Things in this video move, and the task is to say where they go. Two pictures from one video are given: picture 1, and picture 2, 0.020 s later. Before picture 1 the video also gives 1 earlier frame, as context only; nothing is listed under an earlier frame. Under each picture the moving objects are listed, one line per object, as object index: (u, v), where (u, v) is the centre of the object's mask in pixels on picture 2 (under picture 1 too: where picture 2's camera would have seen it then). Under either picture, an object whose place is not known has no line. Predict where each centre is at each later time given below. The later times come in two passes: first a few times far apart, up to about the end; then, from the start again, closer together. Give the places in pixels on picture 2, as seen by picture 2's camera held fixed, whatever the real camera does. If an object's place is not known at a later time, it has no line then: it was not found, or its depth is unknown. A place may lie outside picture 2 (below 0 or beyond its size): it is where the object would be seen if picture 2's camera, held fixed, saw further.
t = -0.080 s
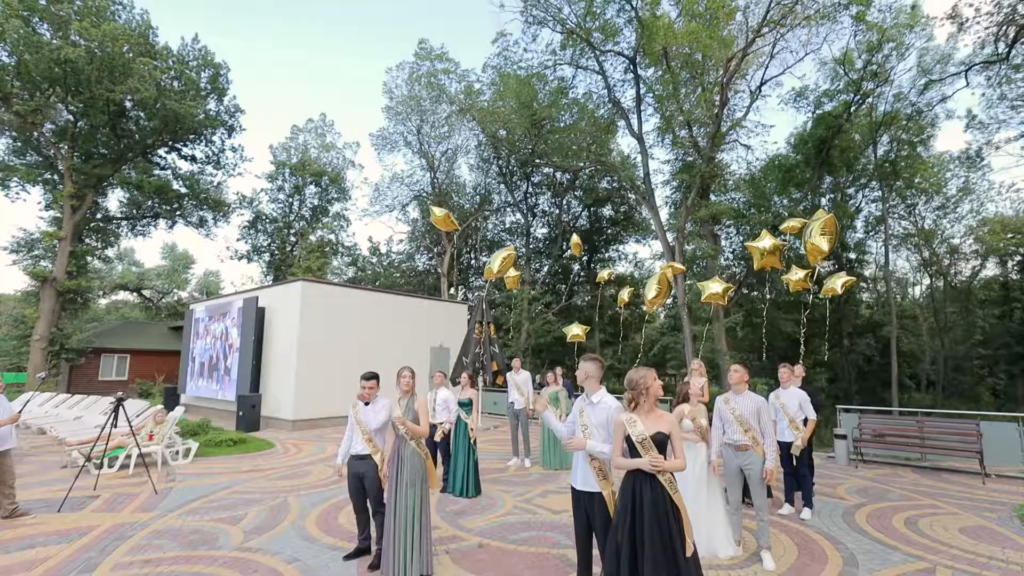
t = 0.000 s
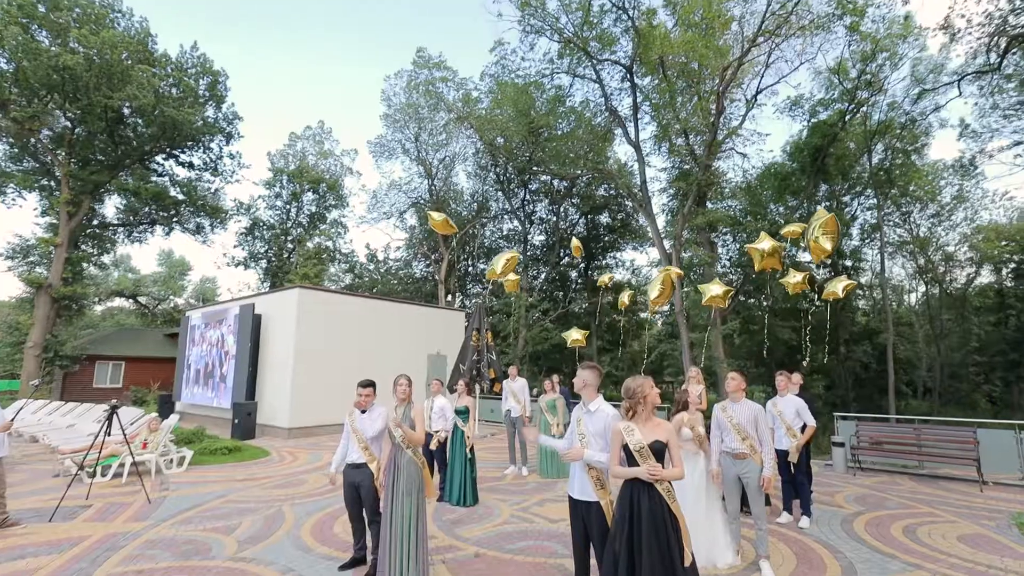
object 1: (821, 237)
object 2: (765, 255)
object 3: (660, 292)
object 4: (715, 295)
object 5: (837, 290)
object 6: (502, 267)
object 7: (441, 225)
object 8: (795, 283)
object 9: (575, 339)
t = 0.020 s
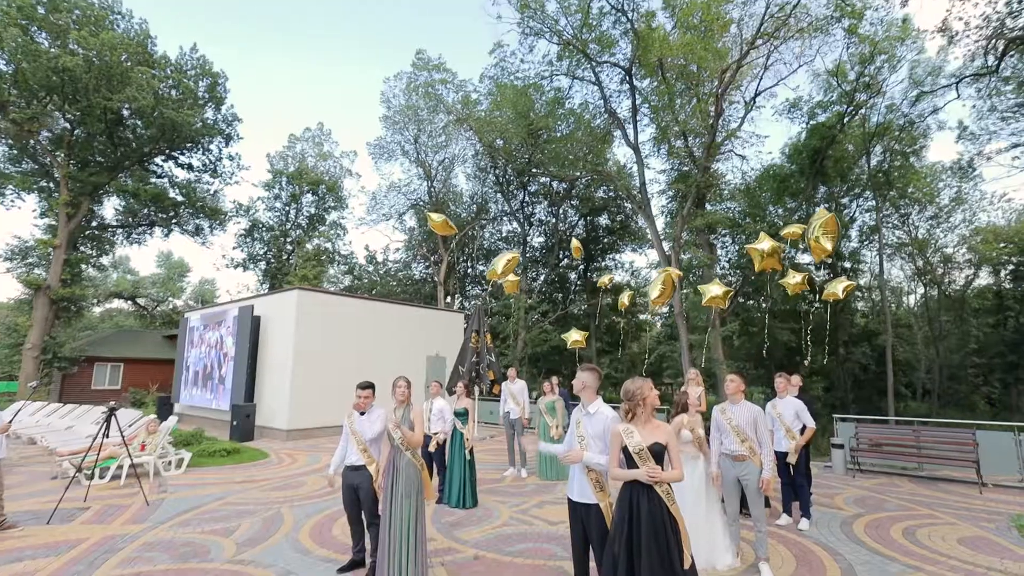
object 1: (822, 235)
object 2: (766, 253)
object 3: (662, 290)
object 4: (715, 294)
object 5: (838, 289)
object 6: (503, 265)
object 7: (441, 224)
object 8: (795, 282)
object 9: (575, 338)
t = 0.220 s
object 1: (834, 210)
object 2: (773, 238)
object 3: (678, 271)
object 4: (723, 281)
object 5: (847, 280)
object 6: (518, 253)
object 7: (442, 217)
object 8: (798, 270)
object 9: (580, 332)
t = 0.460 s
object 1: (839, 179)
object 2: (779, 218)
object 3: (698, 250)
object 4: (728, 262)
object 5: (858, 266)
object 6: (534, 242)
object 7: (445, 211)
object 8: (804, 254)
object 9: (585, 322)
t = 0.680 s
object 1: (834, 151)
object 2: (782, 200)
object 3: (717, 228)
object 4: (736, 244)
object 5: (865, 253)
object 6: (548, 233)
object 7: (447, 205)
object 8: (809, 241)
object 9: (589, 312)
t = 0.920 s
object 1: (822, 127)
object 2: (783, 181)
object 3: (732, 202)
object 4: (752, 228)
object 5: (872, 237)
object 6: (562, 223)
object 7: (449, 196)
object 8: (813, 228)
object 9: (593, 300)
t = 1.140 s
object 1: (807, 106)
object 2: (780, 165)
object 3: (738, 175)
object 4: (771, 215)
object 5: (878, 222)
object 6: (572, 211)
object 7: (451, 186)
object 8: (818, 216)
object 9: (598, 288)
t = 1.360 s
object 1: (791, 85)
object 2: (772, 154)
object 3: (740, 148)
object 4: (790, 200)
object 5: (885, 207)
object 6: (578, 196)
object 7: (455, 173)
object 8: (823, 203)
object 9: (604, 276)
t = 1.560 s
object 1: (778, 66)
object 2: (763, 148)
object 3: (742, 123)
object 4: (807, 185)
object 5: (889, 196)
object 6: (581, 182)
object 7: (459, 160)
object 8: (831, 192)
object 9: (610, 267)
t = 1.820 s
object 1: (766, 41)
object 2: (757, 143)
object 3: (743, 93)
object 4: (826, 161)
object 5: (897, 184)
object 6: (585, 163)
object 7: (466, 144)
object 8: (839, 177)
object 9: (623, 255)
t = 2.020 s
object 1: (760, 23)
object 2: (753, 140)
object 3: (740, 75)
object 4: (835, 142)
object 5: (902, 175)
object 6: (589, 148)
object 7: (472, 132)
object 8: (845, 163)
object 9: (632, 246)
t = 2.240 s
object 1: (756, 0)
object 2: (751, 136)
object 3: (733, 57)
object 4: (840, 121)
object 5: (908, 164)
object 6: (592, 135)
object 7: (481, 122)
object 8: (850, 153)
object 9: (644, 238)
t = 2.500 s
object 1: (754, -23)
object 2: (755, 128)
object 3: (720, 38)
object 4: (841, 99)
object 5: (917, 151)
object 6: (596, 119)
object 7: (497, 113)
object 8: (853, 144)
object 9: (656, 229)
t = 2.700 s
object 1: (759, -39)
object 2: (759, 118)
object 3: (711, 25)
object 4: (837, 83)
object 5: (923, 138)
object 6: (598, 106)
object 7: (508, 110)
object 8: (854, 137)
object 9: (670, 217)
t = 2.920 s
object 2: (768, 106)
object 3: (700, 10)
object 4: (831, 67)
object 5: (931, 127)
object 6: (600, 92)
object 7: (521, 106)
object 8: (857, 126)
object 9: (678, 207)
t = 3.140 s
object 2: (775, 94)
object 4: (828, 51)
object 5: (942, 119)
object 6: (601, 78)
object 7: (535, 97)
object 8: (859, 119)
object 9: (684, 197)
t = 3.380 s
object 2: (782, 78)
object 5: (954, 109)
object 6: (605, 62)
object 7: (543, 88)
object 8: (859, 104)
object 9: (688, 181)
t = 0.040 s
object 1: (824, 232)
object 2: (766, 252)
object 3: (664, 287)
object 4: (716, 293)
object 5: (839, 288)
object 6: (504, 264)
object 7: (441, 223)
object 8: (796, 281)
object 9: (576, 338)
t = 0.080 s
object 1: (826, 227)
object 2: (768, 249)
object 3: (667, 283)
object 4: (718, 290)
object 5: (841, 286)
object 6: (507, 261)
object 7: (441, 222)
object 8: (796, 278)
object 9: (577, 336)
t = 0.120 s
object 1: (829, 222)
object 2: (769, 246)
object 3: (670, 280)
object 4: (719, 288)
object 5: (843, 284)
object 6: (510, 260)
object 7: (441, 220)
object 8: (797, 276)
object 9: (578, 335)
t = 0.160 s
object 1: (831, 218)
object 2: (771, 242)
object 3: (674, 276)
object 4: (721, 286)
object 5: (845, 282)
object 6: (513, 257)
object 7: (442, 219)
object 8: (798, 273)
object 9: (579, 334)
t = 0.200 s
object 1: (833, 212)
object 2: (772, 239)
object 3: (677, 273)
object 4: (722, 283)
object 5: (847, 280)
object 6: (516, 254)
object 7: (442, 218)
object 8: (798, 271)
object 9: (580, 332)
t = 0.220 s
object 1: (834, 210)
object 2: (773, 238)
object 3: (678, 271)
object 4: (723, 281)
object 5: (847, 280)
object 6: (518, 253)
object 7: (442, 217)
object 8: (798, 270)
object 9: (580, 332)
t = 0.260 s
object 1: (836, 205)
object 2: (774, 234)
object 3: (682, 267)
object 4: (724, 278)
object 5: (850, 277)
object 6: (521, 251)
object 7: (442, 216)
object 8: (799, 267)
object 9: (581, 330)
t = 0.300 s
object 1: (837, 199)
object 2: (775, 231)
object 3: (686, 263)
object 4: (724, 275)
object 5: (852, 275)
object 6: (523, 250)
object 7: (442, 215)
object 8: (800, 265)
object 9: (582, 329)
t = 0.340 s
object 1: (838, 194)
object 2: (776, 228)
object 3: (690, 259)
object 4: (725, 271)
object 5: (853, 273)
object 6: (526, 247)
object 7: (443, 214)
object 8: (801, 262)
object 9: (583, 327)
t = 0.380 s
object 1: (839, 189)
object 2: (777, 225)
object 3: (693, 255)
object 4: (726, 268)
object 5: (856, 271)
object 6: (529, 245)
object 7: (444, 213)
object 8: (802, 259)
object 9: (584, 326)
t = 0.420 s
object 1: (839, 184)
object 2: (778, 222)
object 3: (695, 253)
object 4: (727, 265)
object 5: (857, 268)
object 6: (531, 243)
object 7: (444, 212)
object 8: (803, 257)
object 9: (584, 324)
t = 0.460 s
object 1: (839, 179)
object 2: (779, 218)
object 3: (698, 250)
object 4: (728, 262)
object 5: (858, 266)
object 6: (534, 242)
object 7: (445, 211)
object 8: (804, 254)
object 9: (585, 322)
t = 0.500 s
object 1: (839, 173)
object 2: (780, 215)
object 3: (701, 247)
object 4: (729, 258)
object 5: (859, 264)
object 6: (537, 240)
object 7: (445, 210)
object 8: (805, 252)
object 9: (586, 321)
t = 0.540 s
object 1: (838, 168)
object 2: (780, 212)
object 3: (706, 242)
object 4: (731, 254)
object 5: (861, 262)
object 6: (540, 238)
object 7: (446, 209)
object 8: (806, 249)
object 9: (587, 319)
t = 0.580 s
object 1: (837, 164)
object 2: (781, 208)
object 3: (709, 238)
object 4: (732, 252)
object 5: (863, 259)
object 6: (542, 237)
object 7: (446, 208)
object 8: (807, 247)
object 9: (588, 317)
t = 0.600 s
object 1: (837, 161)
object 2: (781, 207)
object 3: (711, 236)
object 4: (732, 249)
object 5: (863, 258)
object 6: (544, 236)
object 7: (446, 207)
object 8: (808, 246)
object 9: (588, 316)
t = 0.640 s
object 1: (835, 156)
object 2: (782, 204)
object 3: (714, 232)
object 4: (734, 246)
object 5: (864, 256)
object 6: (546, 234)
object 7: (447, 206)
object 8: (808, 244)
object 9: (589, 314)
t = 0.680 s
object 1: (834, 151)
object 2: (782, 200)
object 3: (717, 228)
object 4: (736, 244)
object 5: (865, 253)
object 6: (548, 233)
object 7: (447, 205)
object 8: (809, 241)
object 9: (589, 312)
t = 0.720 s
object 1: (832, 147)
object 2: (782, 197)
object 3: (720, 225)
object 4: (738, 241)
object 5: (867, 251)
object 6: (551, 232)
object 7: (448, 204)
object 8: (809, 239)
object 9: (590, 310)
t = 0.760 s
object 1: (831, 143)
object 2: (783, 193)
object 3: (724, 219)
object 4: (741, 238)
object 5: (868, 248)
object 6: (553, 230)
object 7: (448, 202)
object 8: (811, 236)
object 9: (591, 308)
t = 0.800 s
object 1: (829, 139)
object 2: (783, 190)
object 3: (725, 216)
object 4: (744, 235)
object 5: (870, 245)
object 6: (556, 228)
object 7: (448, 201)
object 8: (811, 234)
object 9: (591, 306)
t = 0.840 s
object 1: (826, 135)
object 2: (783, 187)
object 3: (728, 211)
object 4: (746, 233)
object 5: (870, 243)
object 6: (558, 227)
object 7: (449, 200)
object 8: (812, 232)
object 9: (592, 305)
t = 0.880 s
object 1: (825, 131)
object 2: (783, 184)
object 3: (730, 206)
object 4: (749, 231)
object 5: (871, 241)
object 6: (560, 225)
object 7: (449, 198)
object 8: (812, 230)
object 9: (593, 302)
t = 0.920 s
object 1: (822, 127)
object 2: (783, 181)
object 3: (732, 202)
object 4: (752, 228)
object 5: (872, 237)
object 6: (562, 223)
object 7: (449, 196)
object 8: (813, 228)
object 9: (593, 300)
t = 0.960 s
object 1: (819, 123)
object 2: (783, 177)
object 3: (733, 197)
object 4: (757, 225)
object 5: (873, 235)
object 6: (564, 221)
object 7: (449, 194)
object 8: (814, 225)
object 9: (594, 298)
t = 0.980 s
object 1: (818, 121)
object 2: (783, 176)
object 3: (734, 194)
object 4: (758, 224)
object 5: (874, 233)
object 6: (565, 220)
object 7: (449, 194)
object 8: (814, 224)
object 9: (595, 297)
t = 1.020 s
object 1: (816, 117)
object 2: (782, 173)
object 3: (735, 189)
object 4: (761, 222)
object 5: (875, 231)
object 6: (567, 218)
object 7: (450, 191)
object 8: (815, 222)
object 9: (596, 295)
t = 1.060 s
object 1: (813, 113)
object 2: (782, 170)
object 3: (736, 185)
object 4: (763, 220)
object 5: (876, 227)
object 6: (568, 216)
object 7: (450, 190)
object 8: (816, 220)
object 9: (596, 293)
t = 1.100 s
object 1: (811, 110)
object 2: (781, 167)
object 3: (738, 179)
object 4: (767, 217)
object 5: (878, 224)
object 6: (570, 213)
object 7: (451, 188)
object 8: (817, 218)
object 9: (597, 291)
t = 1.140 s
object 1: (807, 106)
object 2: (780, 165)
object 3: (738, 175)
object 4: (771, 215)
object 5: (878, 222)
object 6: (572, 211)
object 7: (451, 186)
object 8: (818, 216)
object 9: (598, 288)
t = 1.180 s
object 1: (805, 101)
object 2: (779, 163)
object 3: (738, 170)
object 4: (774, 212)
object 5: (880, 219)
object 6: (573, 208)
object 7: (452, 184)
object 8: (819, 214)
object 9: (599, 286)
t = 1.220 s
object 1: (802, 98)
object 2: (777, 161)
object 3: (738, 166)
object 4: (778, 209)
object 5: (881, 216)
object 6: (575, 205)
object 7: (453, 181)
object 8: (820, 212)
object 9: (600, 284)
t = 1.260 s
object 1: (799, 95)
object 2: (776, 159)
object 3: (739, 161)
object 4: (781, 207)
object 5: (882, 214)
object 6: (575, 203)
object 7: (453, 180)
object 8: (821, 209)
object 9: (601, 282)
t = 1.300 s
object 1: (796, 90)
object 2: (775, 157)
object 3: (739, 156)
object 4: (785, 204)
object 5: (883, 211)
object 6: (576, 200)
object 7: (454, 177)
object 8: (822, 206)
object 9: (602, 280)
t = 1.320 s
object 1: (795, 89)
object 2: (773, 155)
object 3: (740, 153)
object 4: (787, 203)
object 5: (884, 210)
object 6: (577, 199)
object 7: (455, 174)
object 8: (822, 205)
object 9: (602, 279)
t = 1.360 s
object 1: (791, 85)
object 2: (772, 154)
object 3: (740, 148)
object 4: (790, 200)
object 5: (885, 207)
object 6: (578, 196)
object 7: (455, 173)
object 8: (823, 203)
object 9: (604, 276)
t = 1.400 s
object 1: (789, 81)
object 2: (770, 153)
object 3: (740, 143)
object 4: (793, 197)
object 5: (886, 204)
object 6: (579, 193)
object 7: (456, 171)
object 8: (825, 200)
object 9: (605, 274)
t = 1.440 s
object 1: (786, 78)
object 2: (769, 151)
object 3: (741, 137)
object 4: (797, 194)
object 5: (887, 202)
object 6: (579, 190)
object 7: (456, 169)
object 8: (826, 199)
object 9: (606, 273)
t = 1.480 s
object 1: (783, 74)
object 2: (768, 150)
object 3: (741, 134)
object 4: (800, 191)
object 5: (888, 200)
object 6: (580, 188)
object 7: (457, 166)
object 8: (827, 196)
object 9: (606, 272)
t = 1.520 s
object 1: (781, 70)
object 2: (765, 149)
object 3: (742, 128)
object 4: (804, 188)
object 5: (888, 198)
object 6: (581, 185)
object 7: (458, 163)
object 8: (829, 194)
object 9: (608, 270)
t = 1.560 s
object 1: (778, 66)
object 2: (763, 148)
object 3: (742, 123)
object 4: (807, 185)
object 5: (889, 196)
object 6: (581, 182)
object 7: (459, 160)
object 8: (831, 192)
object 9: (610, 267)
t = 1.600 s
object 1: (776, 62)
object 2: (762, 147)
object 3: (743, 119)
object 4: (810, 181)
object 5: (891, 194)
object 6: (582, 178)
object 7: (459, 159)
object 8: (832, 190)
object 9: (613, 265)
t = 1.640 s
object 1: (774, 58)
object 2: (762, 147)
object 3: (743, 114)
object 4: (813, 177)
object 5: (891, 191)
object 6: (582, 176)
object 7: (461, 157)
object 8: (833, 188)
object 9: (614, 263)
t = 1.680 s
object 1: (772, 54)
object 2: (760, 146)
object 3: (743, 110)
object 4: (817, 174)
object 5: (893, 189)
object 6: (583, 173)
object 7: (461, 156)
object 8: (835, 185)
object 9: (616, 261)
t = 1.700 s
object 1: (771, 53)
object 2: (760, 146)
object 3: (744, 107)
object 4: (818, 172)
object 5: (894, 189)
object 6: (583, 171)
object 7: (462, 154)
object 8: (835, 184)
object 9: (616, 261)
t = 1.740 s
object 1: (769, 49)
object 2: (759, 145)
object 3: (744, 102)
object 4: (821, 168)
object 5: (895, 187)
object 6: (584, 168)
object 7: (463, 150)
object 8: (838, 181)
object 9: (617, 259)
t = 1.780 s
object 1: (767, 44)
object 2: (757, 144)
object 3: (744, 98)
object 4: (823, 165)
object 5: (896, 185)
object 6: (585, 165)
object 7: (465, 146)
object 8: (839, 178)
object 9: (619, 258)
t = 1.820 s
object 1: (766, 41)
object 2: (757, 143)
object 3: (743, 93)
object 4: (826, 161)
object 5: (897, 184)
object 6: (585, 163)
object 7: (466, 144)
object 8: (839, 177)
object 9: (623, 255)
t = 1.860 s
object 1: (765, 38)
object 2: (756, 143)
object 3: (743, 90)
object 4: (828, 157)
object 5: (898, 182)
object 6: (586, 160)
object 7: (467, 142)
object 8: (840, 175)
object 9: (624, 254)
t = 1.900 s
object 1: (764, 34)
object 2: (755, 142)
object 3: (742, 87)
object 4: (830, 153)
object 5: (899, 181)
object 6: (587, 157)
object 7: (468, 140)
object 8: (840, 174)
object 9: (626, 252)
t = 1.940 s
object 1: (762, 30)
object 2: (754, 141)
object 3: (741, 82)
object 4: (831, 149)
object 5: (900, 179)
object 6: (587, 154)
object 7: (469, 138)
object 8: (842, 171)
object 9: (628, 250)
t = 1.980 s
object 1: (761, 25)
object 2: (754, 141)
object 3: (741, 78)
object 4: (834, 145)
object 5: (901, 176)
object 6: (589, 152)
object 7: (471, 134)
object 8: (844, 166)
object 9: (631, 248)
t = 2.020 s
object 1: (760, 23)
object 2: (753, 140)
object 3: (740, 75)
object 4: (835, 142)
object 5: (902, 175)
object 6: (589, 148)
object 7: (472, 132)
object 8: (845, 163)
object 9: (632, 246)
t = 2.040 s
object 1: (759, 21)
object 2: (753, 140)
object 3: (739, 73)
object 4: (835, 140)
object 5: (903, 174)
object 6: (590, 147)
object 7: (473, 131)
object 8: (845, 162)
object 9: (633, 246)
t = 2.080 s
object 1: (759, 17)
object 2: (752, 140)
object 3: (738, 70)
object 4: (837, 135)
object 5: (904, 172)
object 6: (590, 145)
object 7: (474, 130)
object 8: (846, 160)
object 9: (635, 243)
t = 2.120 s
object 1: (757, 11)
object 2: (751, 138)
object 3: (737, 66)
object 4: (838, 133)
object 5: (905, 170)
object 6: (591, 142)
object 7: (477, 126)
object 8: (847, 158)
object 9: (638, 242)
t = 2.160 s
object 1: (757, 7)
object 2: (751, 137)
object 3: (736, 63)
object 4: (839, 130)
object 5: (906, 168)
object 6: (591, 140)
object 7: (479, 124)
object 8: (848, 156)
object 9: (640, 241)
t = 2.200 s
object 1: (757, 3)
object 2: (751, 137)
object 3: (734, 60)
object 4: (840, 124)
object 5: (907, 166)
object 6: (592, 137)
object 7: (480, 122)
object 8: (850, 154)
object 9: (642, 240)
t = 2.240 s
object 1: (756, 0)
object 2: (751, 136)
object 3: (733, 57)
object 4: (840, 121)
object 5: (908, 164)
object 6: (592, 135)
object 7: (481, 122)
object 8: (850, 153)
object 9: (644, 238)
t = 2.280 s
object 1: (756, -4)
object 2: (751, 135)
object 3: (731, 54)
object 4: (842, 118)
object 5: (909, 163)
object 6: (593, 132)
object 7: (484, 120)
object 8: (851, 151)
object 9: (647, 236)
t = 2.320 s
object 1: (755, -8)
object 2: (751, 134)
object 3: (729, 51)
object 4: (841, 113)
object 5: (911, 160)
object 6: (594, 130)
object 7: (485, 119)
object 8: (852, 150)
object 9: (649, 235)
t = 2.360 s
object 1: (754, -12)
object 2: (752, 133)
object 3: (727, 48)
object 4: (841, 110)
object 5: (911, 157)
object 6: (594, 127)
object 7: (487, 119)
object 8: (852, 148)
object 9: (651, 233)
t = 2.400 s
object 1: (755, -15)
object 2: (753, 130)
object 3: (725, 45)
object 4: (841, 106)
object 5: (913, 155)
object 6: (594, 125)
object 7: (489, 117)
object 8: (852, 147)
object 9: (654, 231)
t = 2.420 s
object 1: (755, -17)
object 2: (753, 130)
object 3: (724, 44)
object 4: (840, 104)
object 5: (913, 155)
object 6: (594, 123)
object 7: (492, 115)
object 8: (852, 146)
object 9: (655, 230)
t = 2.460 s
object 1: (755, -20)
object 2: (754, 129)
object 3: (722, 41)
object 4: (840, 103)
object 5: (915, 153)
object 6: (595, 121)
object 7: (494, 114)
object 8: (853, 146)
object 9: (656, 229)
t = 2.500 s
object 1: (754, -23)
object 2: (755, 128)
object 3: (720, 38)
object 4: (841, 99)
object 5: (917, 151)
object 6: (596, 119)
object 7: (497, 113)
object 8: (853, 144)
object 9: (656, 229)
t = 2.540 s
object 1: (755, -26)
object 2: (756, 127)
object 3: (718, 35)
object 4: (839, 94)
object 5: (918, 148)
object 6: (596, 117)
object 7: (500, 112)
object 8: (853, 142)
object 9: (659, 227)
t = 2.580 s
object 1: (756, -30)
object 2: (758, 124)
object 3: (716, 32)
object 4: (838, 91)
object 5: (919, 146)
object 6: (597, 114)
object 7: (503, 112)
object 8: (854, 141)
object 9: (662, 224)
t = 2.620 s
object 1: (757, -34)
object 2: (758, 121)
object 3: (713, 30)
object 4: (838, 88)
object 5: (919, 144)
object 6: (597, 111)
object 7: (505, 111)
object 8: (854, 139)
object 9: (667, 220)
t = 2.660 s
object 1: (757, -35)
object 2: (759, 119)
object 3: (712, 27)
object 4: (838, 87)
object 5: (920, 142)
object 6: (598, 110)
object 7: (506, 111)
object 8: (854, 138)
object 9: (668, 219)
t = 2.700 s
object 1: (759, -39)
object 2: (759, 118)
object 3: (711, 25)
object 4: (837, 83)
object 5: (923, 138)
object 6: (598, 106)
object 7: (508, 110)
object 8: (854, 137)
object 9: (670, 217)
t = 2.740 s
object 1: (760, -41)
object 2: (761, 116)
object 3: (709, 22)
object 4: (836, 81)
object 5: (923, 137)
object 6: (598, 104)
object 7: (511, 110)
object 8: (855, 135)
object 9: (671, 215)
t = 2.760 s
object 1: (760, -41)
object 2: (761, 115)
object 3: (707, 21)
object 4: (835, 78)
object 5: (924, 137)
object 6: (598, 103)
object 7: (512, 109)
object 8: (855, 134)
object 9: (672, 214)
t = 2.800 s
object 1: (763, -45)
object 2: (763, 113)
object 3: (705, 18)
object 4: (834, 75)
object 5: (925, 134)
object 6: (599, 100)
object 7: (516, 108)
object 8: (856, 132)
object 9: (674, 213)
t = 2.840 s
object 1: (766, -47)
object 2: (764, 111)
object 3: (704, 16)
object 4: (834, 73)
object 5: (926, 133)
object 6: (599, 99)
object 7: (518, 107)
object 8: (856, 130)
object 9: (674, 212)
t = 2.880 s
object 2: (766, 109)
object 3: (702, 15)
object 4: (833, 71)
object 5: (928, 131)
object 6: (599, 96)
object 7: (519, 107)
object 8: (856, 129)
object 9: (675, 210)
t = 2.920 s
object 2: (768, 106)
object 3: (700, 10)
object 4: (831, 67)
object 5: (931, 127)
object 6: (600, 92)
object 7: (521, 106)
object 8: (857, 126)
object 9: (678, 207)
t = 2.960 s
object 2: (769, 104)
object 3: (698, 7)
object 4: (830, 64)
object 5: (933, 125)
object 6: (600, 89)
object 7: (523, 105)
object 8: (857, 125)
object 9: (679, 205)
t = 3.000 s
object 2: (770, 102)
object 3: (696, 5)
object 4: (829, 61)
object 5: (934, 124)
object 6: (600, 86)
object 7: (526, 103)
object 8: (857, 124)
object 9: (681, 202)
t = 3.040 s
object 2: (771, 100)
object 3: (695, 3)
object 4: (829, 61)
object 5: (935, 122)
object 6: (600, 84)
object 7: (528, 103)
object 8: (857, 122)
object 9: (682, 201)
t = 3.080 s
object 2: (773, 98)
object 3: (694, 0)
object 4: (828, 58)
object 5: (938, 121)
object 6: (600, 81)
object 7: (530, 101)
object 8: (858, 121)
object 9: (682, 200)
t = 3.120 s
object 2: (774, 95)
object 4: (828, 53)
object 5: (941, 119)
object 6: (601, 79)
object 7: (534, 98)
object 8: (859, 119)
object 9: (684, 197)
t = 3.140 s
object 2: (775, 94)
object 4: (828, 51)
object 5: (942, 119)
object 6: (601, 78)
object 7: (535, 97)
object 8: (859, 119)
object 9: (684, 197)
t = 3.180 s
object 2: (776, 91)
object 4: (828, 49)
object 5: (944, 117)
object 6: (602, 75)
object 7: (535, 98)
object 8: (858, 116)
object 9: (685, 192)
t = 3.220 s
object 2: (777, 88)
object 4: (829, 44)
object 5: (945, 115)
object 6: (602, 72)
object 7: (537, 96)
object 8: (858, 113)
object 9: (686, 190)
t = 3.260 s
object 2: (779, 86)
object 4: (830, 42)
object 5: (947, 114)
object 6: (603, 70)
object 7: (539, 95)
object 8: (858, 112)
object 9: (686, 188)
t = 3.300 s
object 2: (780, 84)
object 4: (830, 40)
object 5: (950, 112)
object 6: (603, 68)
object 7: (540, 94)
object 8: (858, 109)
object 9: (687, 186)
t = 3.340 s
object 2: (782, 81)
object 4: (830, 37)
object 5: (952, 111)
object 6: (603, 64)
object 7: (541, 93)
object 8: (859, 107)
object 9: (688, 183)
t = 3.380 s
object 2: (782, 78)
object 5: (954, 109)
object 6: (605, 62)
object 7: (543, 88)
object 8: (859, 104)
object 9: (688, 181)
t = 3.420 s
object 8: (860, 102)
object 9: (689, 180)
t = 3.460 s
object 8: (860, 101)
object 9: (689, 178)
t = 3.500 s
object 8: (860, 97)
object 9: (689, 175)
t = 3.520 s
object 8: (860, 98)
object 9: (689, 175)
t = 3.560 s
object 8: (860, 97)
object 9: (689, 173)
